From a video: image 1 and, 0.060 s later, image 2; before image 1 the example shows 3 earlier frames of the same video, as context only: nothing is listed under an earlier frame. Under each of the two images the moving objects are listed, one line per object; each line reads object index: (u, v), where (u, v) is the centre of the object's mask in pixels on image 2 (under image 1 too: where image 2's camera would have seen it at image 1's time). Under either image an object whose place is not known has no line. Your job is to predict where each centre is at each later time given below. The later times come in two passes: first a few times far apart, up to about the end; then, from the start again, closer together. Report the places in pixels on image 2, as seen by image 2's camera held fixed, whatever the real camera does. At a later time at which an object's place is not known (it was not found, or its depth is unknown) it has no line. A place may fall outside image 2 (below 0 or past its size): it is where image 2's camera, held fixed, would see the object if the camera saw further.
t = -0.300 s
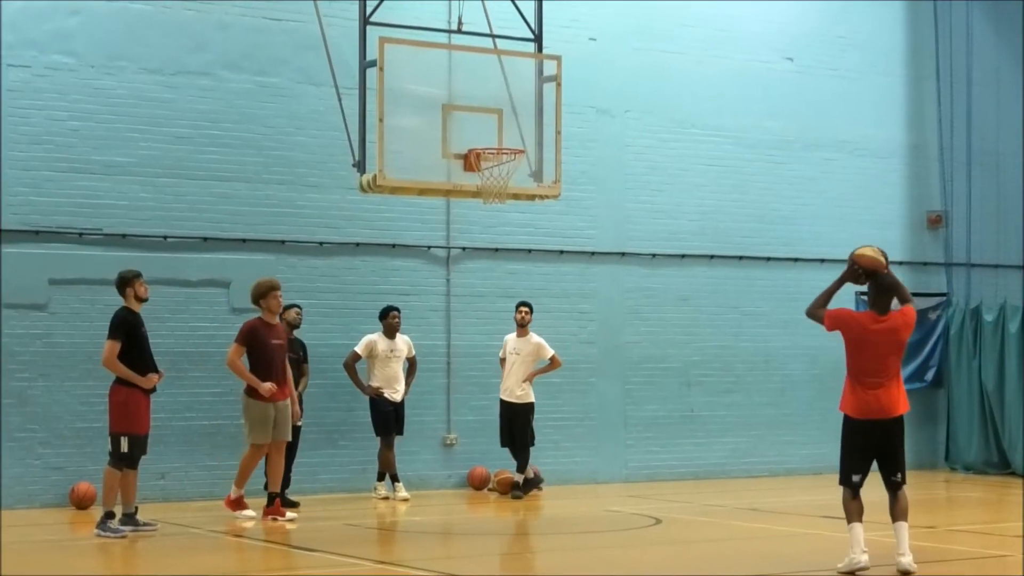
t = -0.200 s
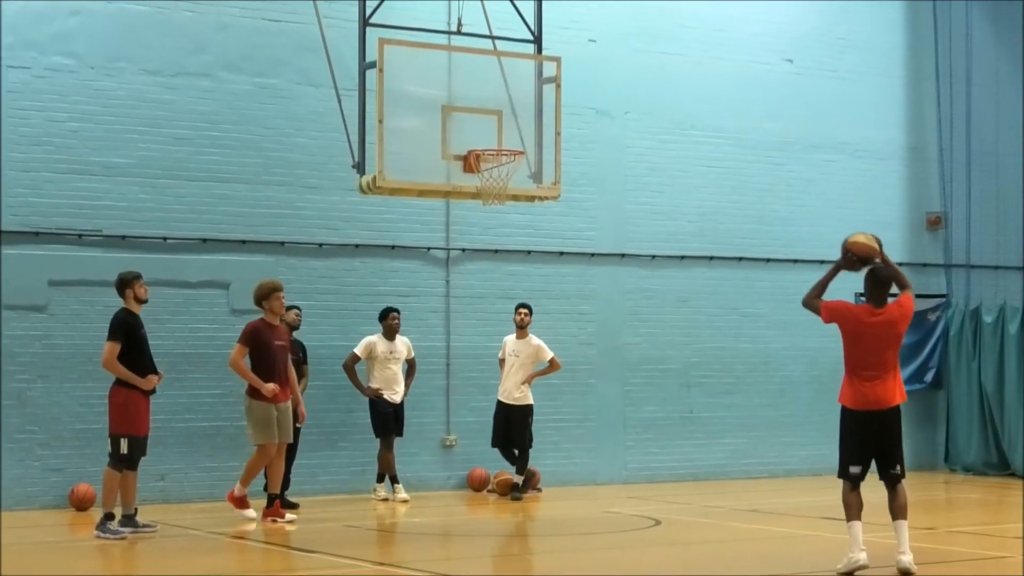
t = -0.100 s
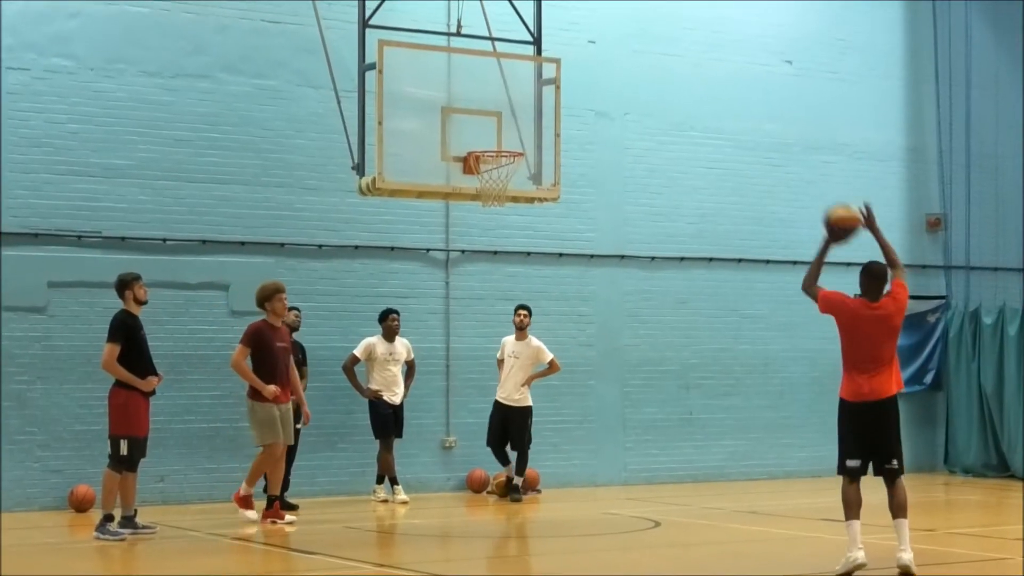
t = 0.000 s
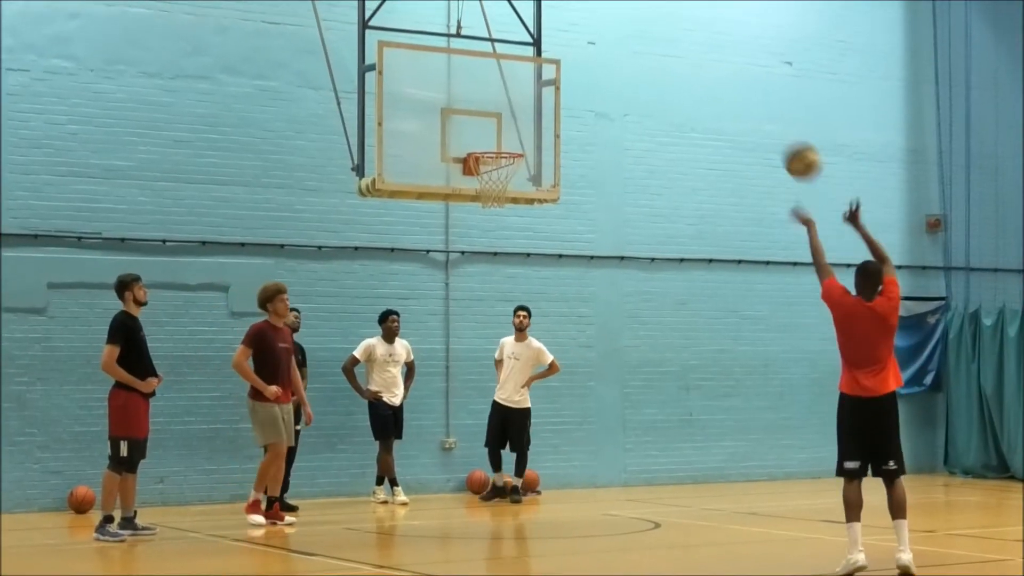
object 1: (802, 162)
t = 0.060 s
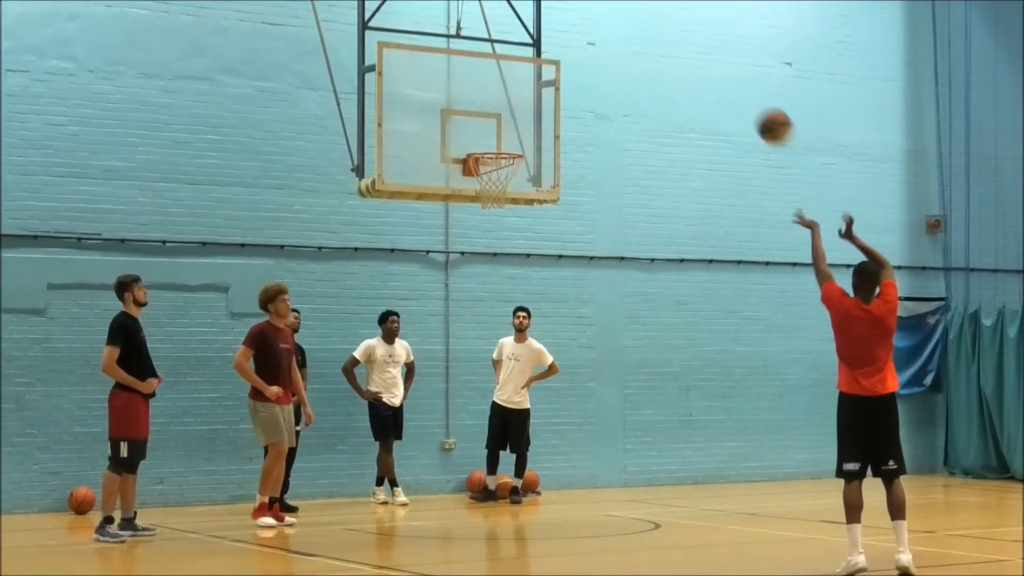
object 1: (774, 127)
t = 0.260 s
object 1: (691, 54)
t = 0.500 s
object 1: (603, 43)
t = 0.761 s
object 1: (521, 109)
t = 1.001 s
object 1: (499, 216)
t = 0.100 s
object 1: (756, 107)
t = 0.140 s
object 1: (739, 90)
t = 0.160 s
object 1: (731, 83)
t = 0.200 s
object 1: (714, 69)
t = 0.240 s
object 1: (699, 58)
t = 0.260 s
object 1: (691, 54)
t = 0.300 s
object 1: (675, 47)
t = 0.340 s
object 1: (660, 42)
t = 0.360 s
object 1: (652, 40)
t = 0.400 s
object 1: (638, 38)
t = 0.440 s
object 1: (624, 38)
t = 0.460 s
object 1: (617, 40)
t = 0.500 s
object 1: (603, 43)
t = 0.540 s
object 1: (590, 48)
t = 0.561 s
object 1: (583, 51)
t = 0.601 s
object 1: (570, 60)
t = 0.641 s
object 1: (558, 69)
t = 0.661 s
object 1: (551, 75)
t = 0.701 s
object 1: (539, 87)
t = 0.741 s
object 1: (527, 101)
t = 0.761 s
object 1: (521, 109)
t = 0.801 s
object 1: (510, 126)
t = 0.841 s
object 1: (498, 141)
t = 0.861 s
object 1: (493, 152)
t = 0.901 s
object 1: (489, 171)
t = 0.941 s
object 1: (493, 189)
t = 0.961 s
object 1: (495, 196)
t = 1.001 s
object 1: (499, 216)
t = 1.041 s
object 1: (503, 235)
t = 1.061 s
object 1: (504, 246)
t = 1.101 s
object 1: (508, 269)
